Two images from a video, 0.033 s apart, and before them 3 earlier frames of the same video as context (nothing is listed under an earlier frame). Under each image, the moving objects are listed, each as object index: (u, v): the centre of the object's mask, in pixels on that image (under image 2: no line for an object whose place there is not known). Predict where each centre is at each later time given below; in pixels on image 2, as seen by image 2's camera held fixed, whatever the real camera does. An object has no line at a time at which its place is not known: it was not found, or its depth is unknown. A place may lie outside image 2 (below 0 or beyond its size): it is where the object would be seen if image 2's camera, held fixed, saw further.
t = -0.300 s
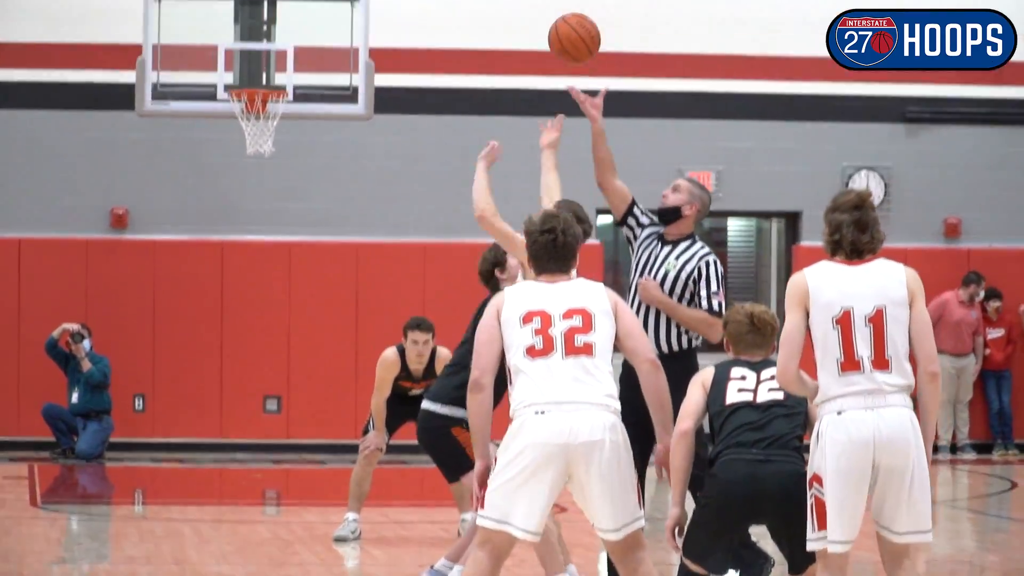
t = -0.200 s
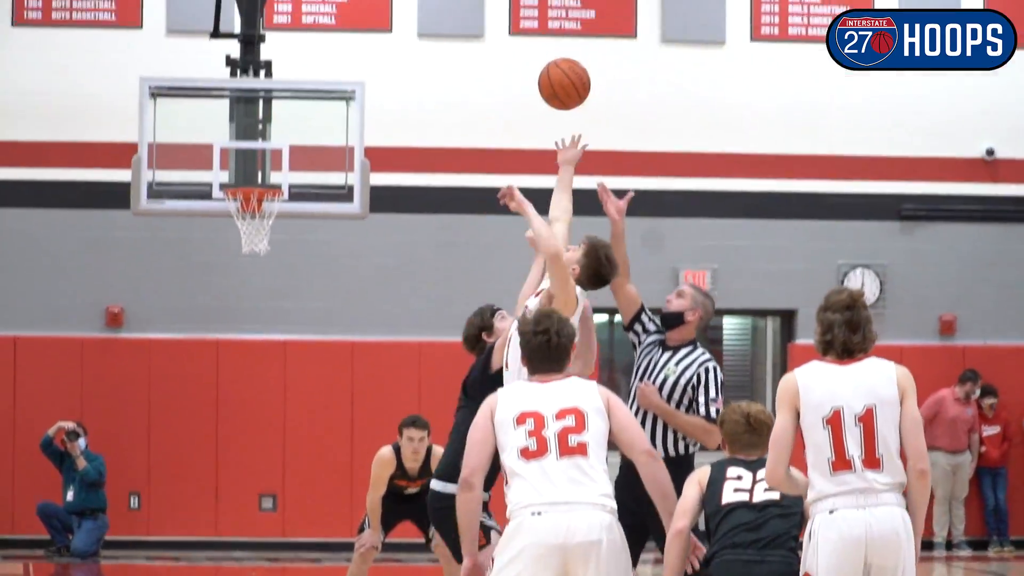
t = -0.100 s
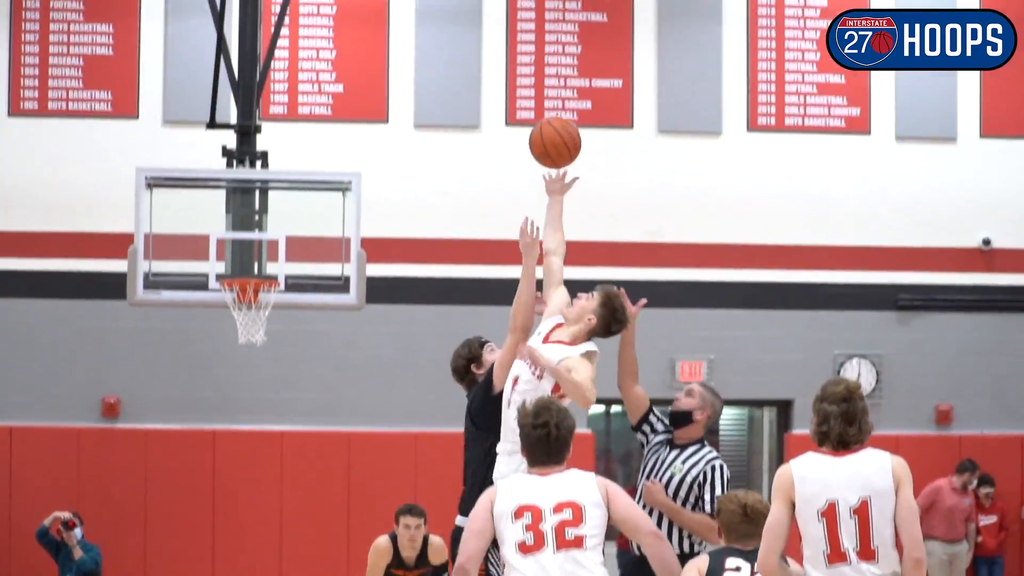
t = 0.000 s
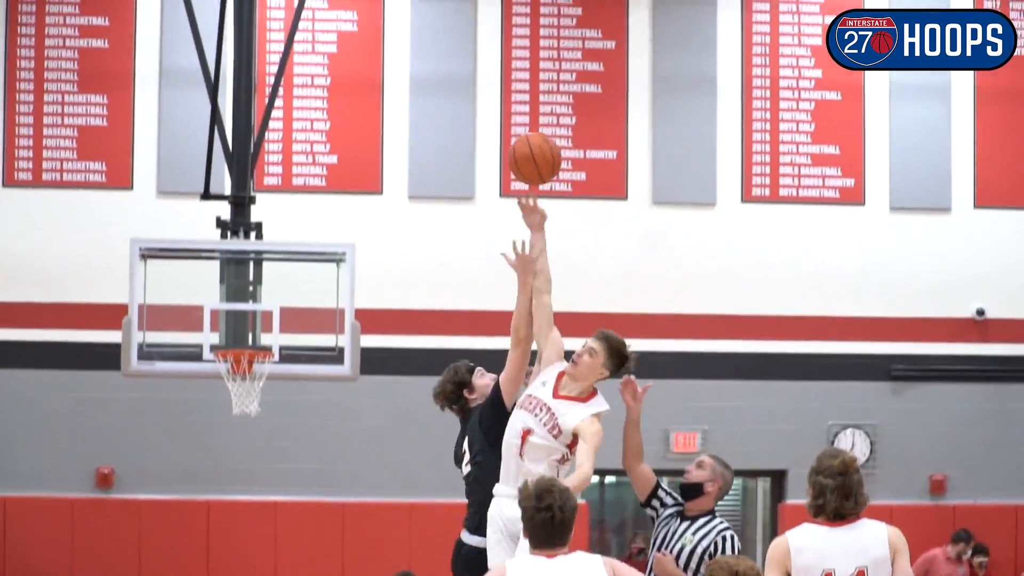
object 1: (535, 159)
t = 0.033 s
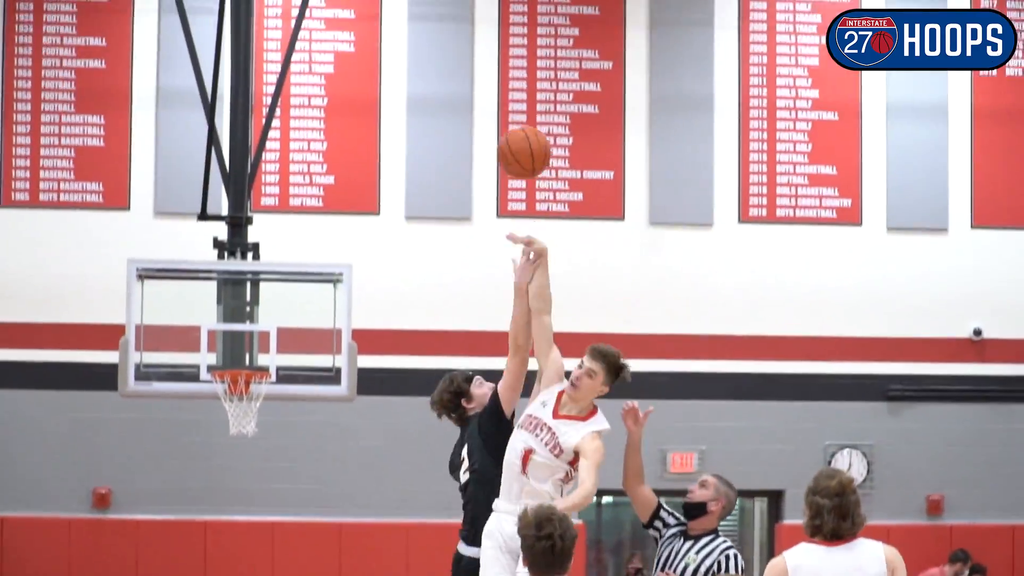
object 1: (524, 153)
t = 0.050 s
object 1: (520, 139)
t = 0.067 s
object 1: (518, 125)
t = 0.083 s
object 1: (514, 112)
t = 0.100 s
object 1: (511, 99)
